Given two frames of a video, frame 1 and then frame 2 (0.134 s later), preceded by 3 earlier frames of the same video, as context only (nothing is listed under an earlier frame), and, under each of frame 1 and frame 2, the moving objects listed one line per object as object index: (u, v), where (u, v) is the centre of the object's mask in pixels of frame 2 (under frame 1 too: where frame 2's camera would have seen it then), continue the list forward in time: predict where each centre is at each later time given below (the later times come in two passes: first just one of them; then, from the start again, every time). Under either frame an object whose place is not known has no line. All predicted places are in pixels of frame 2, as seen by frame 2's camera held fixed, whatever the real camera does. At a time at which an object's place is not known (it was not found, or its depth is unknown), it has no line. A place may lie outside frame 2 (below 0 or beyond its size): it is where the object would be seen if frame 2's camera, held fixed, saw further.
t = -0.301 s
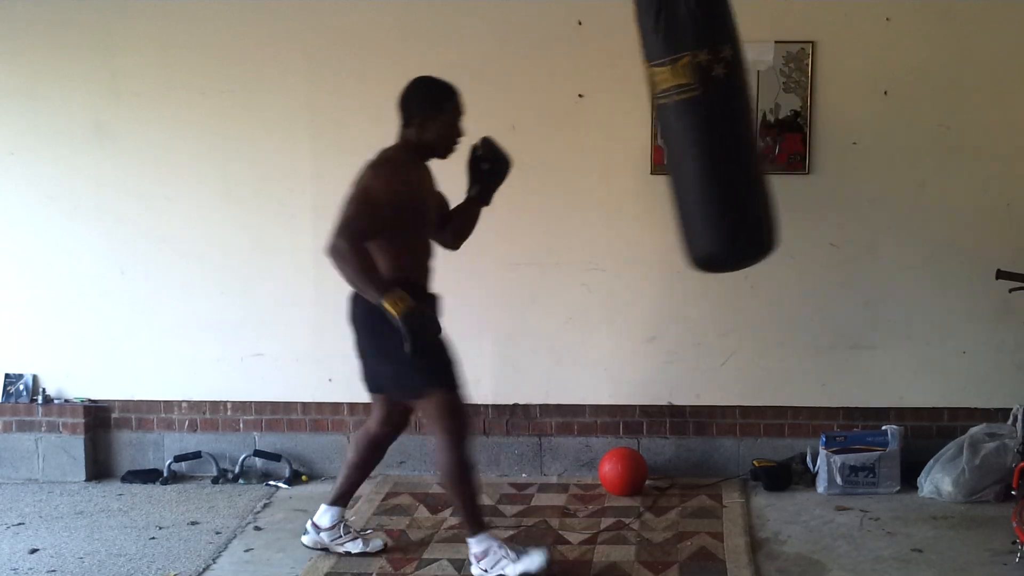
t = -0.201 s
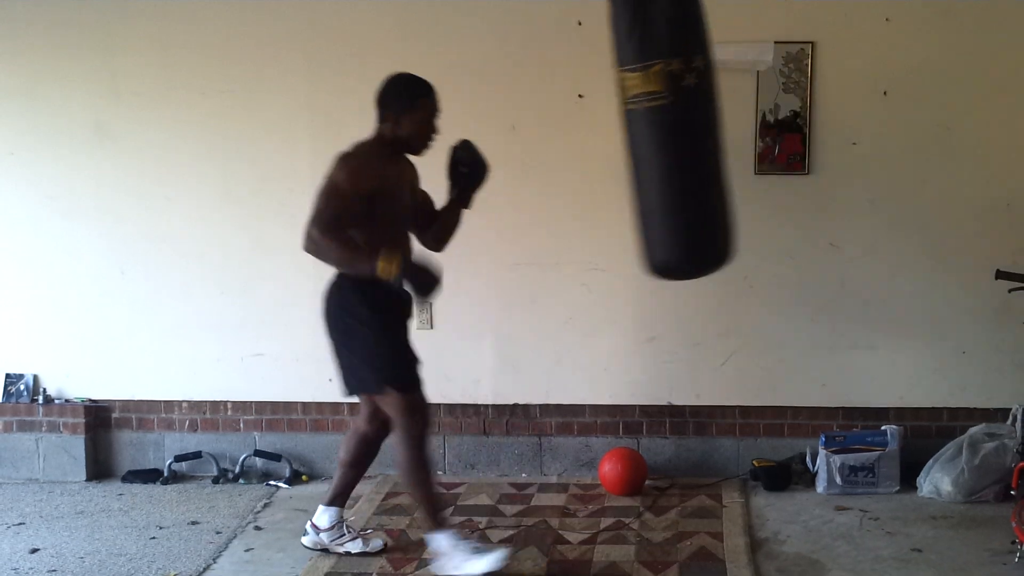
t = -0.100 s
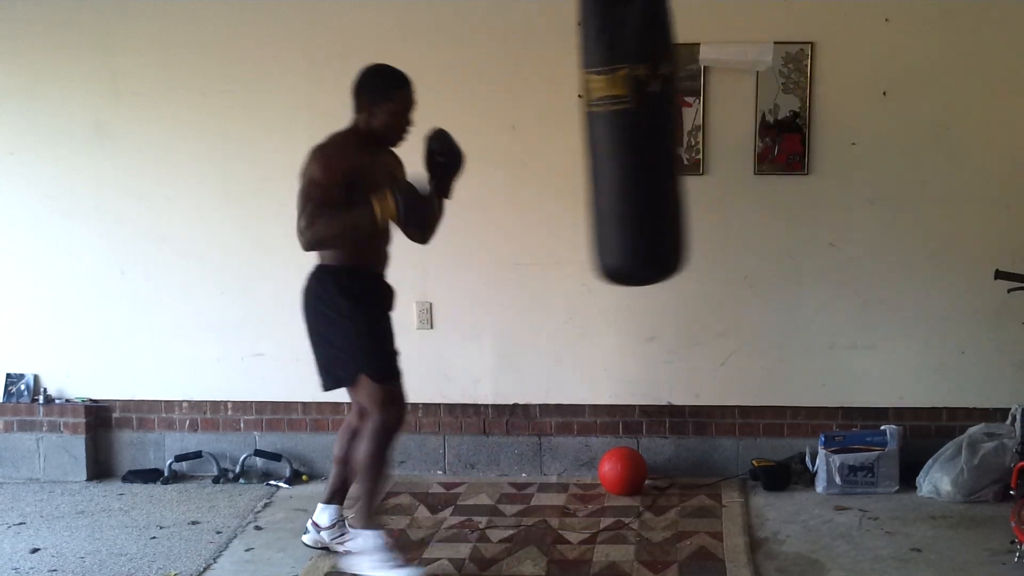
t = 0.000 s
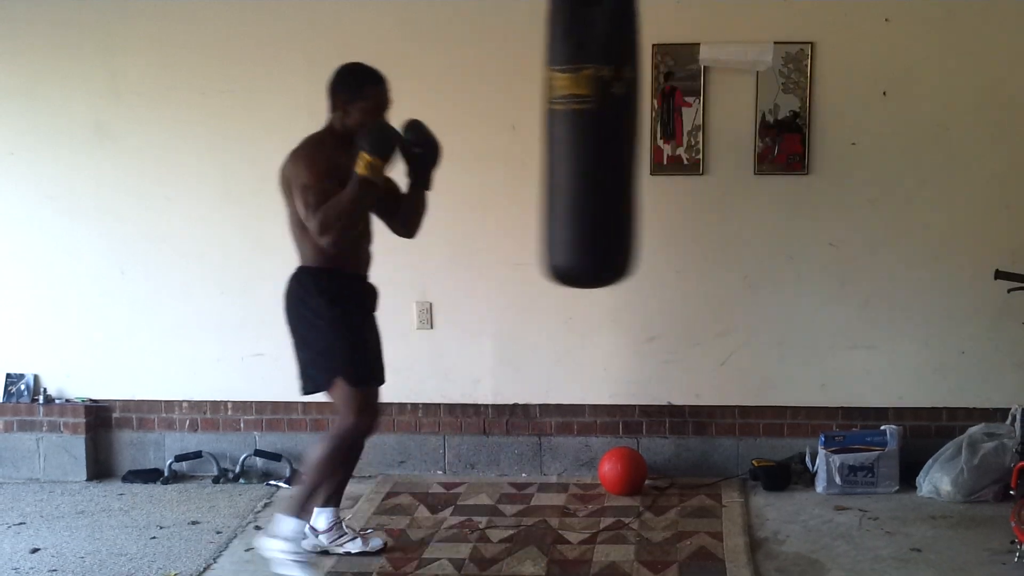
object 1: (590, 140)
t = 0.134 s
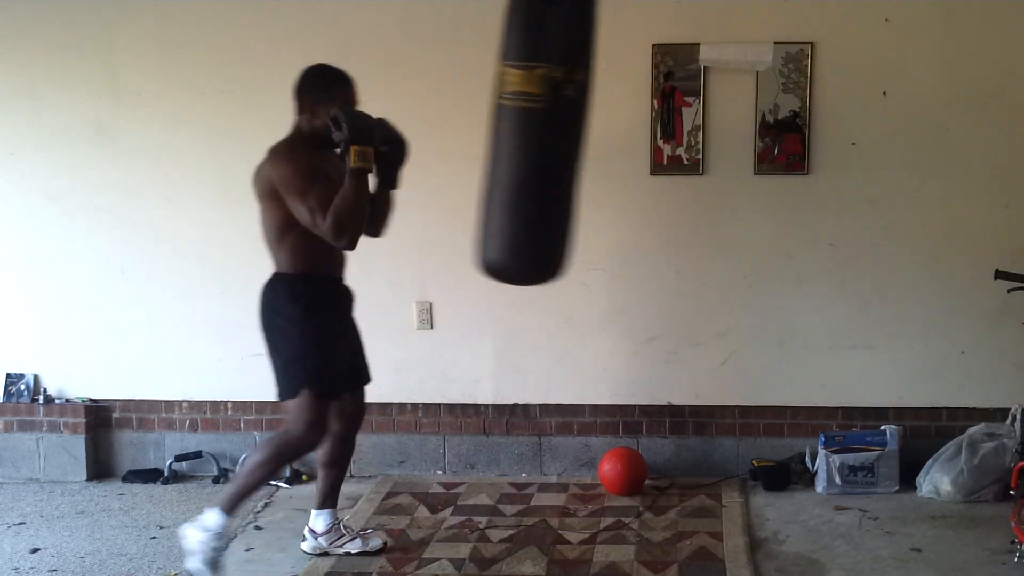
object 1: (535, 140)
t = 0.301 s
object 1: (476, 135)
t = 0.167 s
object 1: (522, 139)
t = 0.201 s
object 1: (510, 138)
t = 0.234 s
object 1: (498, 137)
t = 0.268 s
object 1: (487, 136)
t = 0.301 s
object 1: (476, 135)
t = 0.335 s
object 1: (467, 133)
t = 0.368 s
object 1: (458, 132)
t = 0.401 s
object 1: (450, 130)
